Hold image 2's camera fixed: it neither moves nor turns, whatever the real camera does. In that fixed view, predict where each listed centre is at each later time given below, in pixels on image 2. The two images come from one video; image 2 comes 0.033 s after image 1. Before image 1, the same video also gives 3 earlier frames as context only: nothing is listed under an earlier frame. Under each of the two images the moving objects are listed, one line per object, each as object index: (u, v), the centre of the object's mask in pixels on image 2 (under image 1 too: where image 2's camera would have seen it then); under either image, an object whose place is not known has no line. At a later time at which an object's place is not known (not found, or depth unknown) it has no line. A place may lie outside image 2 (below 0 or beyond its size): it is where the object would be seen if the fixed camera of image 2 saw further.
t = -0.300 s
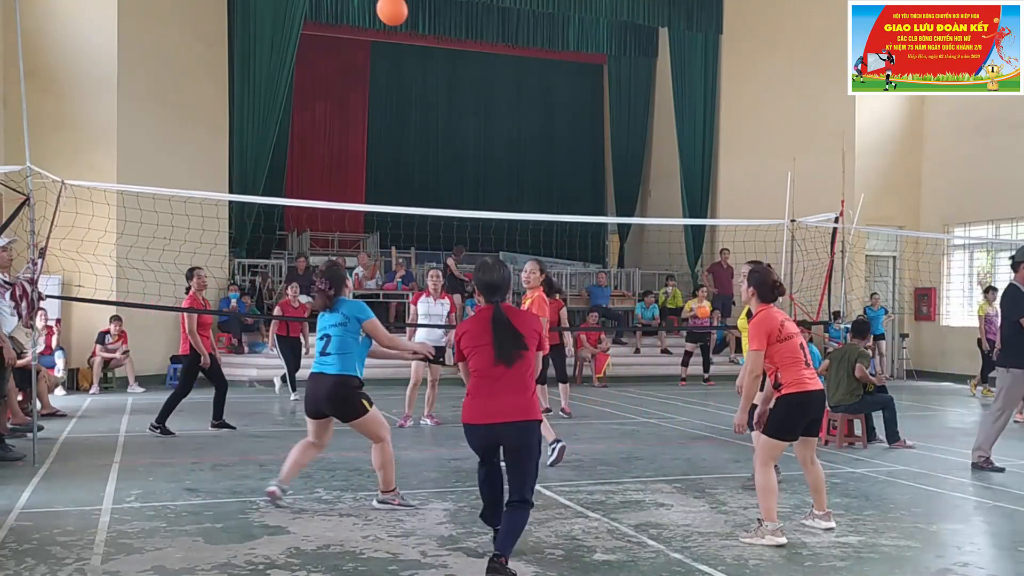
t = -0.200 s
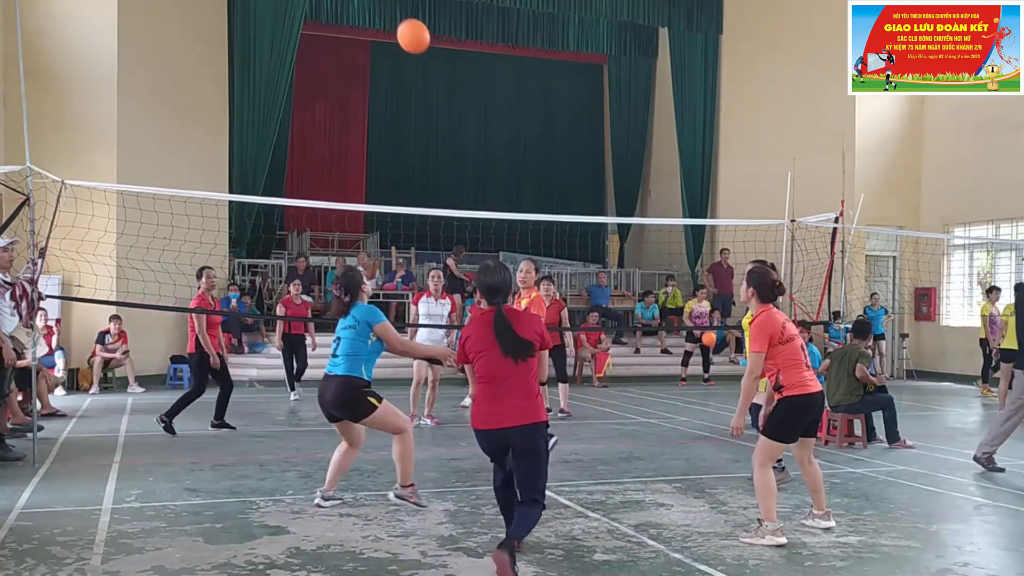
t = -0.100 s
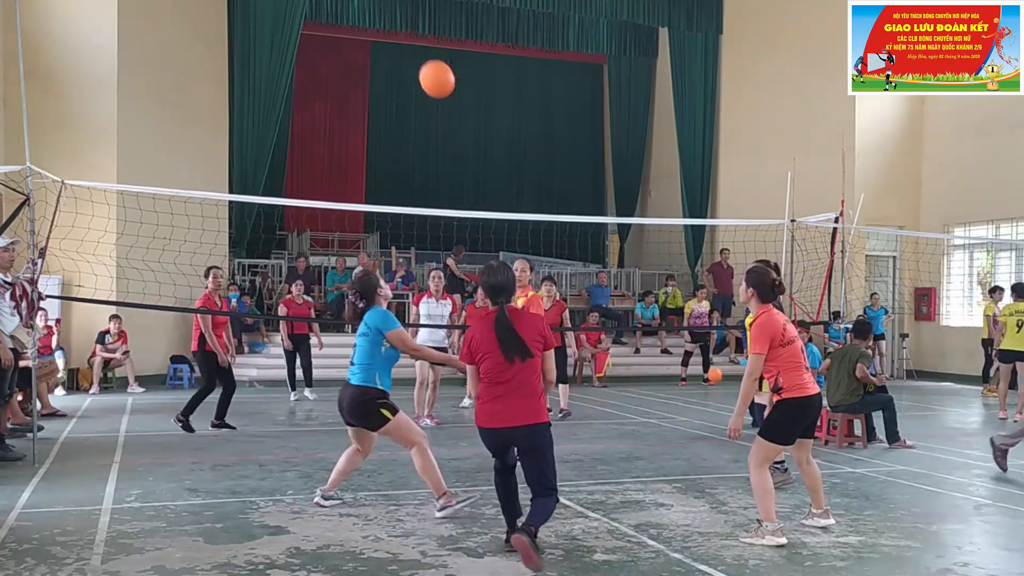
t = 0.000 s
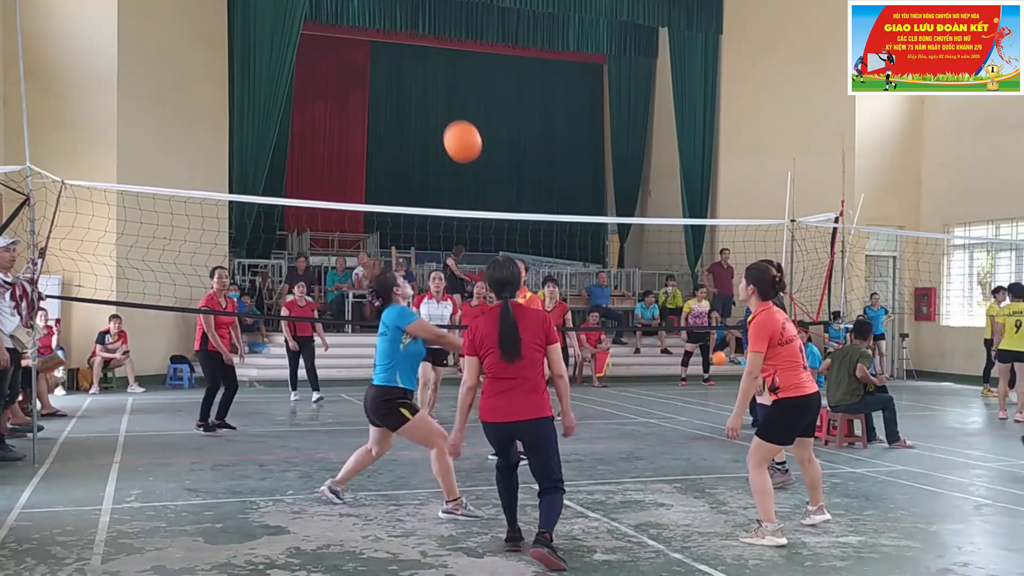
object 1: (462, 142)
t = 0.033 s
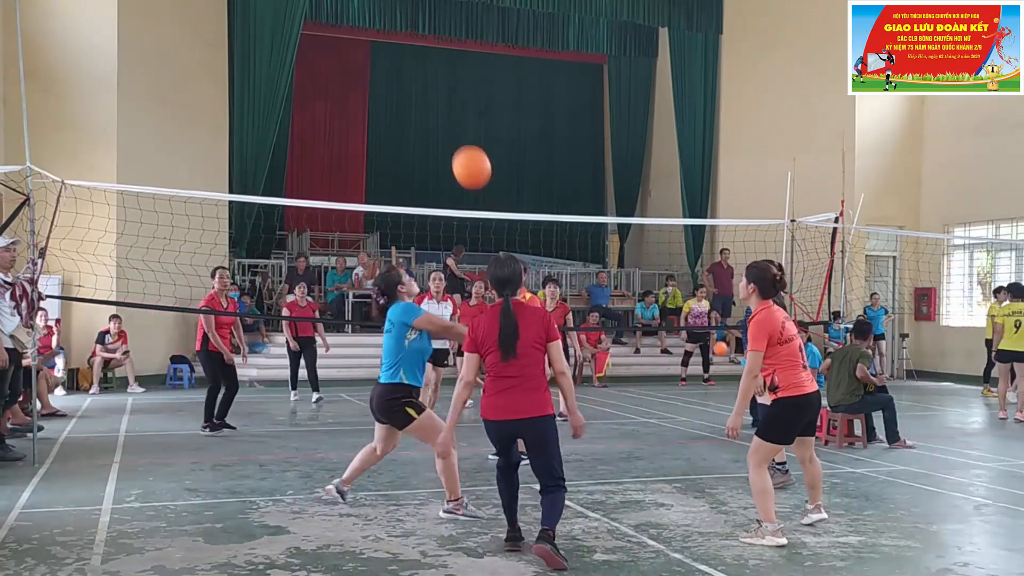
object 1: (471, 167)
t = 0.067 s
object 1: (481, 194)
